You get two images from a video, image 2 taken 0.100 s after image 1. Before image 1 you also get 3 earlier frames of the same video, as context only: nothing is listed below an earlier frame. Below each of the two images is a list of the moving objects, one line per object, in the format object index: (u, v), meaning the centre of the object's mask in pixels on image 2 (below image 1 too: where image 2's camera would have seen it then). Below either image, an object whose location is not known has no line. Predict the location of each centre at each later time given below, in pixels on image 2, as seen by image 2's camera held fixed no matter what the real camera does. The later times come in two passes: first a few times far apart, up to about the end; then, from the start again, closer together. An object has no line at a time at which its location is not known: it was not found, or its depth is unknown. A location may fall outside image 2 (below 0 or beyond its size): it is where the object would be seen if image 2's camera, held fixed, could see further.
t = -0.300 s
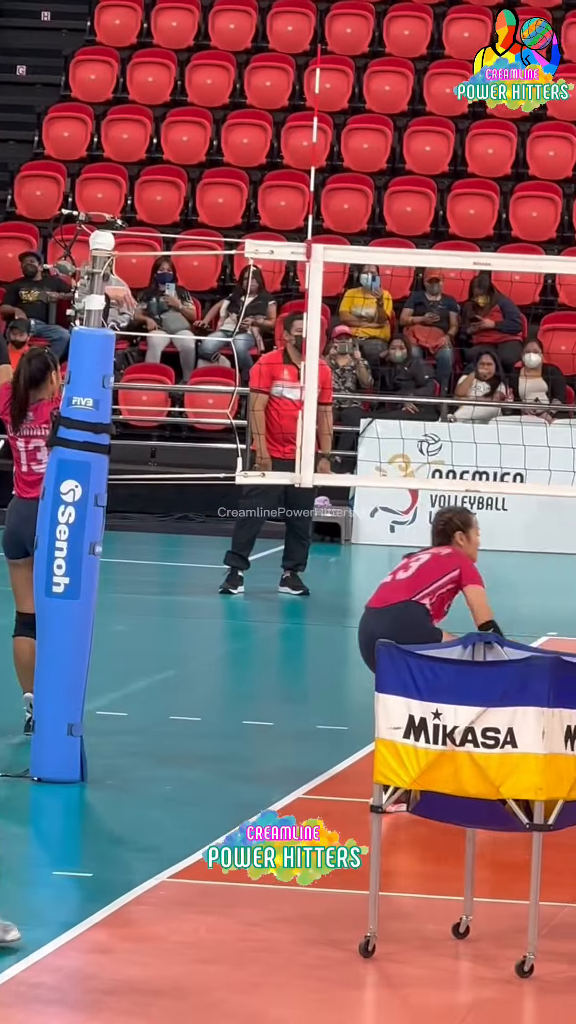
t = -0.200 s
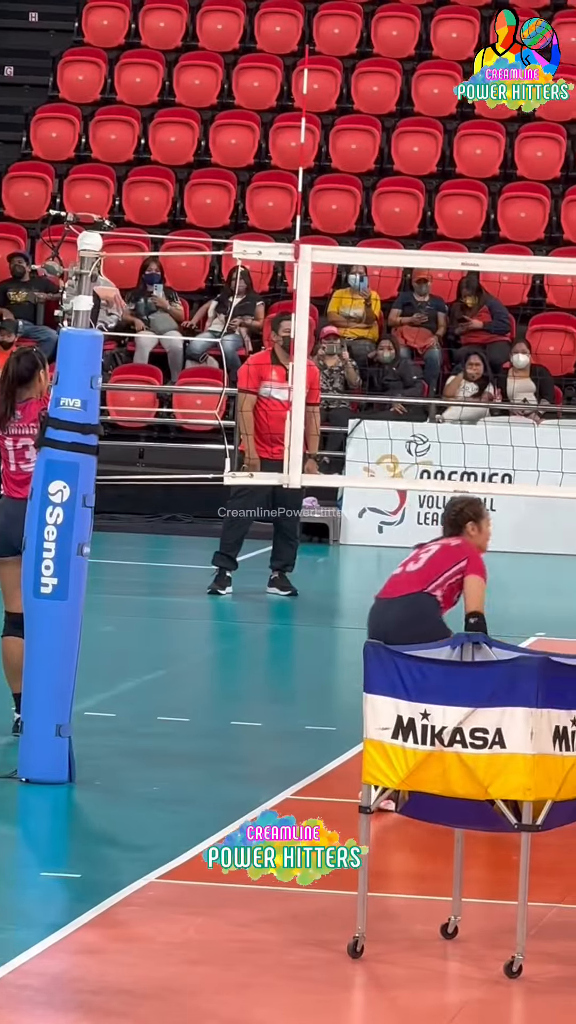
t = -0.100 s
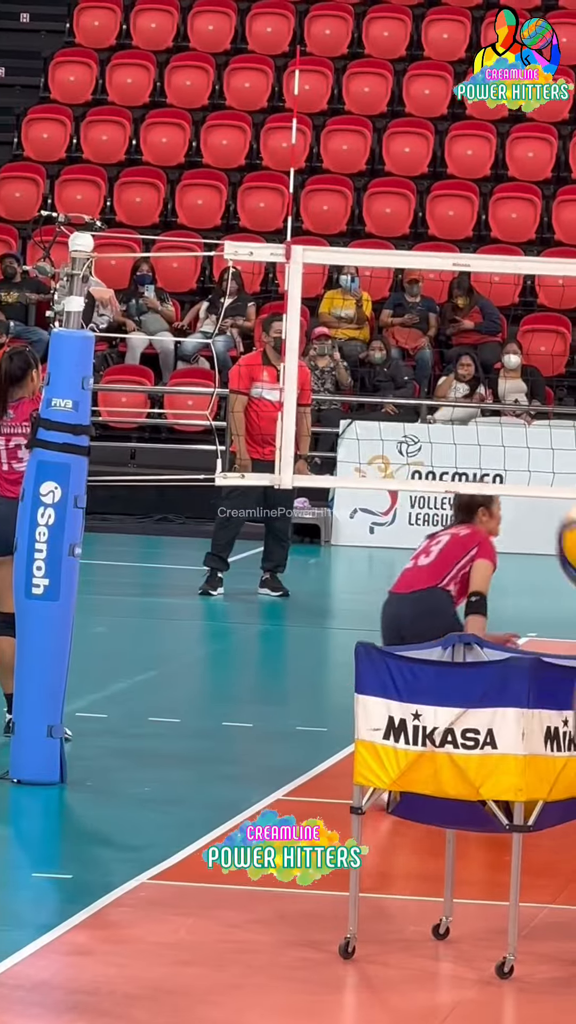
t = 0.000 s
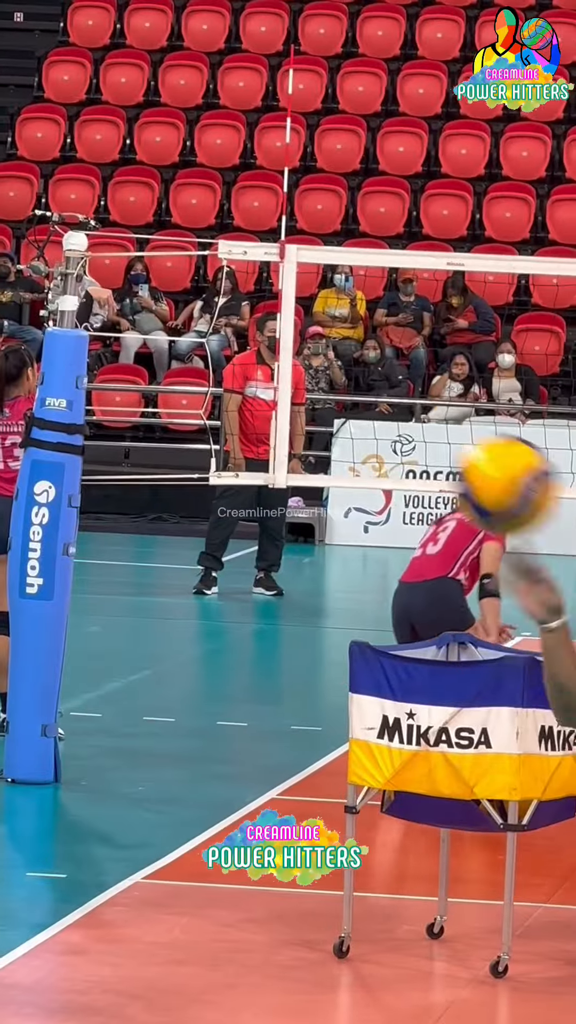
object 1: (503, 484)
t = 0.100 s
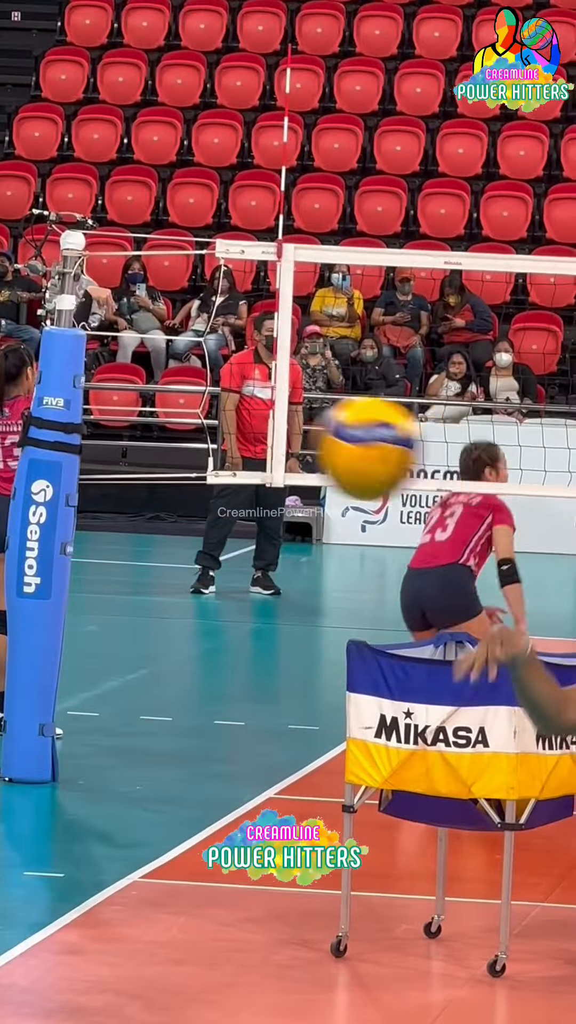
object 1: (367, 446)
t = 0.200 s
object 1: (222, 463)
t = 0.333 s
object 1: (37, 556)
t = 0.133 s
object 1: (323, 445)
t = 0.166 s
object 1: (275, 451)
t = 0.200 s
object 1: (222, 463)
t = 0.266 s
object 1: (129, 496)
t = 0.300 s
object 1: (80, 521)
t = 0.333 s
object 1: (37, 556)
